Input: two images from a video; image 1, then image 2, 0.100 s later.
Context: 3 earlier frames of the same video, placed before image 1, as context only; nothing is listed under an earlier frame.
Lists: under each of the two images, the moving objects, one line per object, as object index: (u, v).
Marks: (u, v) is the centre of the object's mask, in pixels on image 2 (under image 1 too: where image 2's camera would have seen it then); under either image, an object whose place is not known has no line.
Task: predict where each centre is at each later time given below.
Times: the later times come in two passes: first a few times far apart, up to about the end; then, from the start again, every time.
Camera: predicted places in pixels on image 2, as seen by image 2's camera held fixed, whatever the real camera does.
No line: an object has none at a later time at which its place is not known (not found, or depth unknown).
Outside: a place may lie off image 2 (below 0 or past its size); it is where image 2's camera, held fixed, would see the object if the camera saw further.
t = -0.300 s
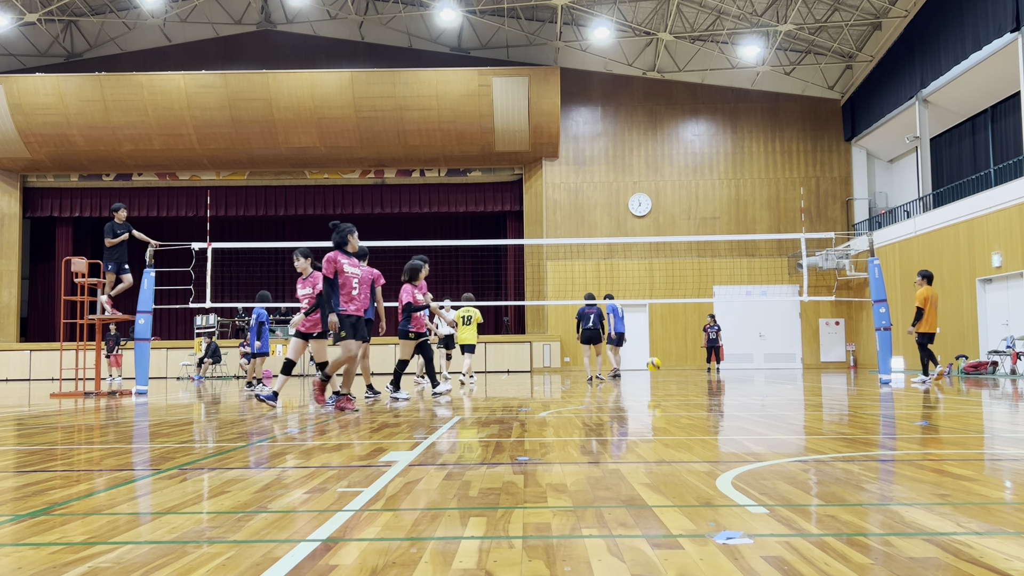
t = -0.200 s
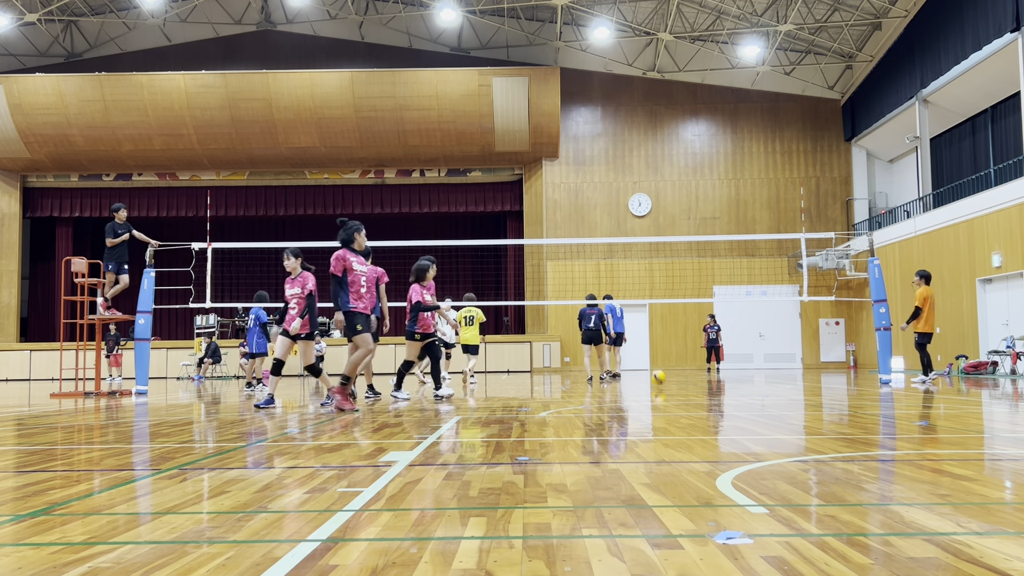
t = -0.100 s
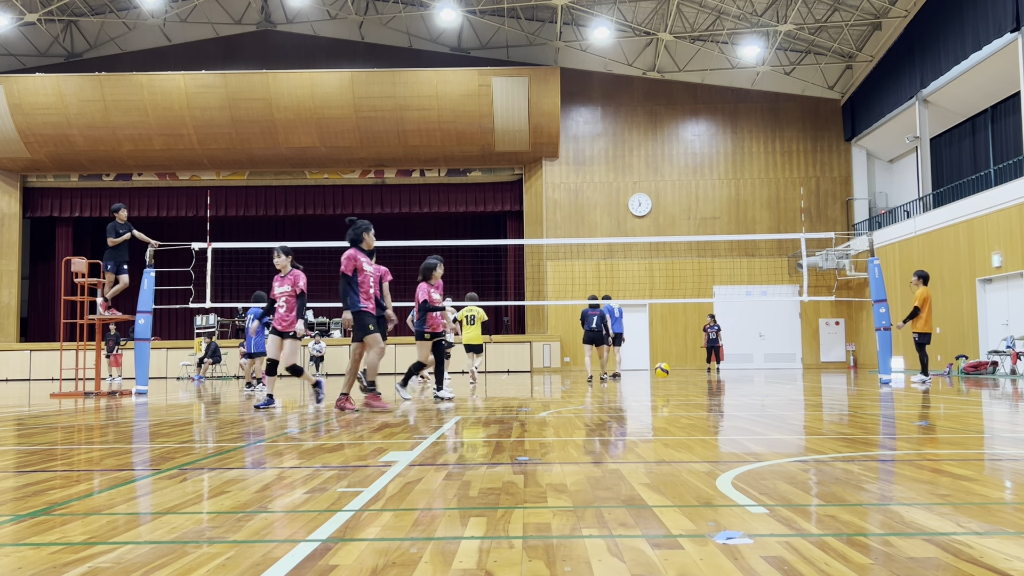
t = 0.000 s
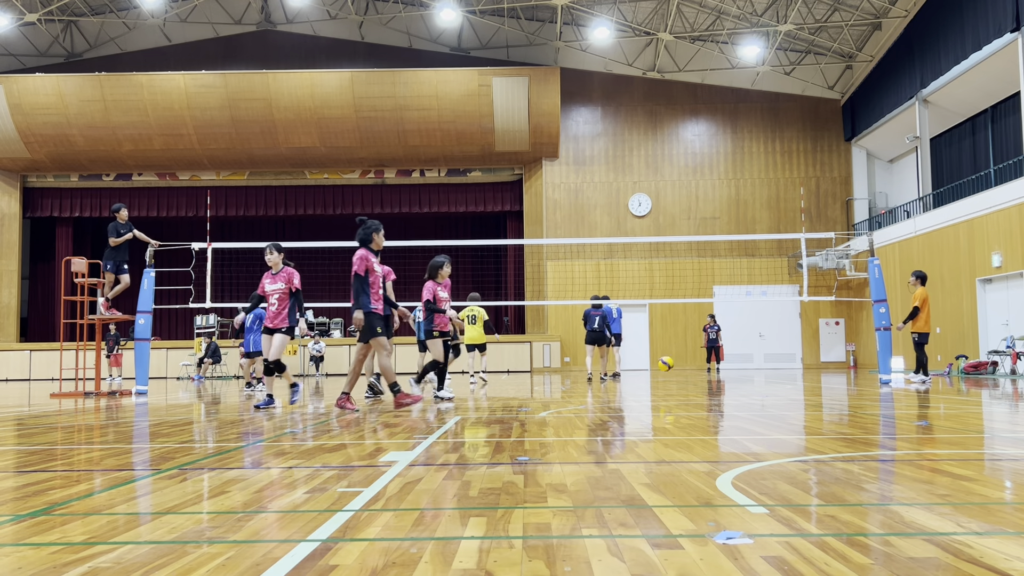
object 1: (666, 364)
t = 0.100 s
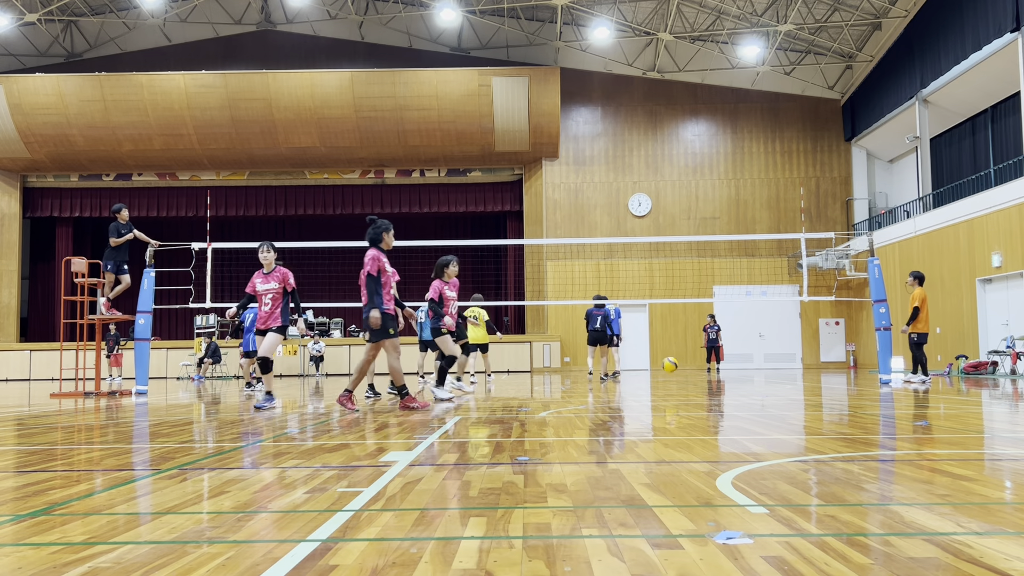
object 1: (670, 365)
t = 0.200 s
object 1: (674, 373)
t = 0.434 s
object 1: (685, 370)
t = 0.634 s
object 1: (695, 384)
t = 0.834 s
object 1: (706, 375)
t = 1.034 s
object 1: (718, 383)
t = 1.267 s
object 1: (734, 390)
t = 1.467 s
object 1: (749, 388)
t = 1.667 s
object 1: (767, 390)
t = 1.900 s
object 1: (790, 397)
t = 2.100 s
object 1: (812, 399)
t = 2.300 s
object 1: (837, 403)
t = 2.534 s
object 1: (870, 408)
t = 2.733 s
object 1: (903, 413)
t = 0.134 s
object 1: (671, 366)
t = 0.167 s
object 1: (673, 369)
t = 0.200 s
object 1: (674, 373)
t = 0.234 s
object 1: (677, 377)
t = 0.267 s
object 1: (678, 382)
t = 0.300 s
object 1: (679, 378)
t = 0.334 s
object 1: (680, 375)
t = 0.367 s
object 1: (682, 372)
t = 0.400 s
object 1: (684, 371)
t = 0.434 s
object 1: (685, 370)
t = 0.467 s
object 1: (687, 370)
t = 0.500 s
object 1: (689, 371)
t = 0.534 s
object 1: (690, 373)
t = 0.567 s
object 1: (692, 376)
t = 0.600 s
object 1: (694, 379)
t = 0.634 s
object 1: (695, 384)
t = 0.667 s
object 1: (697, 382)
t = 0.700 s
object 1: (699, 379)
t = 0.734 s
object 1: (701, 376)
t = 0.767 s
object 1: (702, 375)
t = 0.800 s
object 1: (704, 375)
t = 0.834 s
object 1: (706, 375)
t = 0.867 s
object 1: (708, 376)
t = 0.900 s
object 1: (710, 379)
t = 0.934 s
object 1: (712, 382)
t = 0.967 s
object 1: (714, 387)
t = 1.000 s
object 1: (716, 385)
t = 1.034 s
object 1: (718, 383)
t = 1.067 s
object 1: (720, 380)
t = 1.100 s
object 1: (722, 379)
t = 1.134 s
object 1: (724, 380)
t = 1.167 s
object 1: (727, 381)
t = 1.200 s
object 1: (729, 383)
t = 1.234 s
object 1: (731, 387)
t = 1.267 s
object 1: (734, 390)
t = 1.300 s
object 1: (736, 387)
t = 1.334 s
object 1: (738, 385)
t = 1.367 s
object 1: (741, 384)
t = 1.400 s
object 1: (744, 384)
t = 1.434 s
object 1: (746, 385)
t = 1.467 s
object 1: (749, 388)
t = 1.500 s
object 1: (752, 391)
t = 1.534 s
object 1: (755, 392)
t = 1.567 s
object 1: (757, 389)
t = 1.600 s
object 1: (760, 388)
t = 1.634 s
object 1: (763, 388)
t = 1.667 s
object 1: (767, 390)
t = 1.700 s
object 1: (769, 393)
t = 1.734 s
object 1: (773, 396)
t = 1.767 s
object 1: (776, 394)
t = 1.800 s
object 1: (780, 393)
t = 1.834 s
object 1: (783, 393)
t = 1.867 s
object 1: (786, 395)
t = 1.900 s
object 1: (790, 397)
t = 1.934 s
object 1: (794, 397)
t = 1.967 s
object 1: (797, 396)
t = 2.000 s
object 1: (801, 396)
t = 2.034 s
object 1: (804, 398)
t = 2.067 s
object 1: (808, 400)
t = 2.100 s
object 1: (812, 399)
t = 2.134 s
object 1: (816, 399)
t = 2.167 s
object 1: (820, 400)
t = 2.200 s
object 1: (825, 402)
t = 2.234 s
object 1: (828, 401)
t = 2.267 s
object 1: (833, 401)
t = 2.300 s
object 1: (837, 403)
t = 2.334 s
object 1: (842, 404)
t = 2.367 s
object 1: (846, 404)
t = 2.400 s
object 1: (851, 405)
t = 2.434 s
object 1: (856, 406)
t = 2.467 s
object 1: (861, 405)
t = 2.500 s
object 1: (865, 407)
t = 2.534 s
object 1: (870, 408)
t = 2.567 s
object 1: (876, 407)
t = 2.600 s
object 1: (881, 408)
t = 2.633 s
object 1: (886, 410)
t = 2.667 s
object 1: (892, 410)
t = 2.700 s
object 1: (897, 410)
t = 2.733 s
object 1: (903, 413)
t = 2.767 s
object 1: (909, 412)
